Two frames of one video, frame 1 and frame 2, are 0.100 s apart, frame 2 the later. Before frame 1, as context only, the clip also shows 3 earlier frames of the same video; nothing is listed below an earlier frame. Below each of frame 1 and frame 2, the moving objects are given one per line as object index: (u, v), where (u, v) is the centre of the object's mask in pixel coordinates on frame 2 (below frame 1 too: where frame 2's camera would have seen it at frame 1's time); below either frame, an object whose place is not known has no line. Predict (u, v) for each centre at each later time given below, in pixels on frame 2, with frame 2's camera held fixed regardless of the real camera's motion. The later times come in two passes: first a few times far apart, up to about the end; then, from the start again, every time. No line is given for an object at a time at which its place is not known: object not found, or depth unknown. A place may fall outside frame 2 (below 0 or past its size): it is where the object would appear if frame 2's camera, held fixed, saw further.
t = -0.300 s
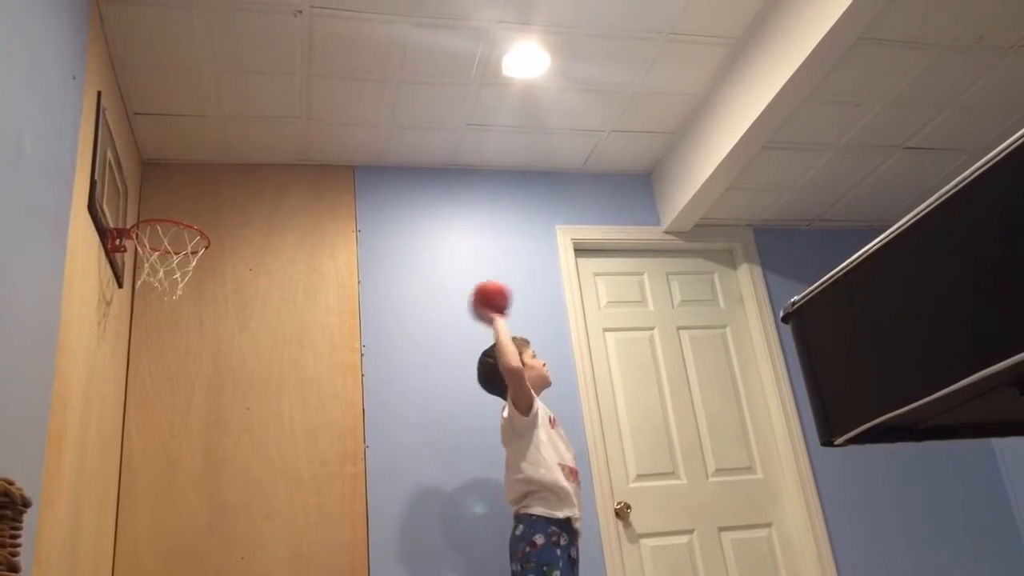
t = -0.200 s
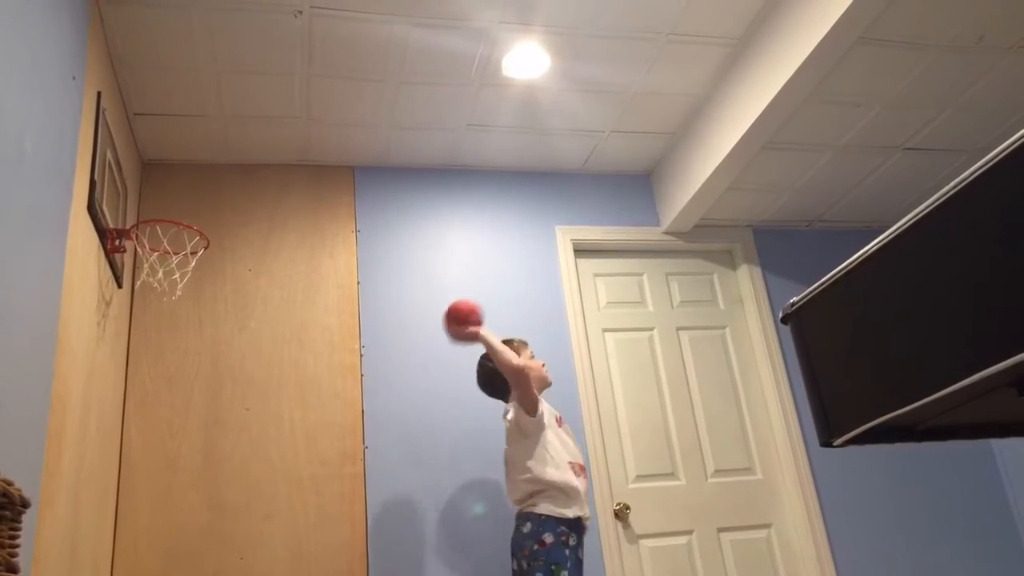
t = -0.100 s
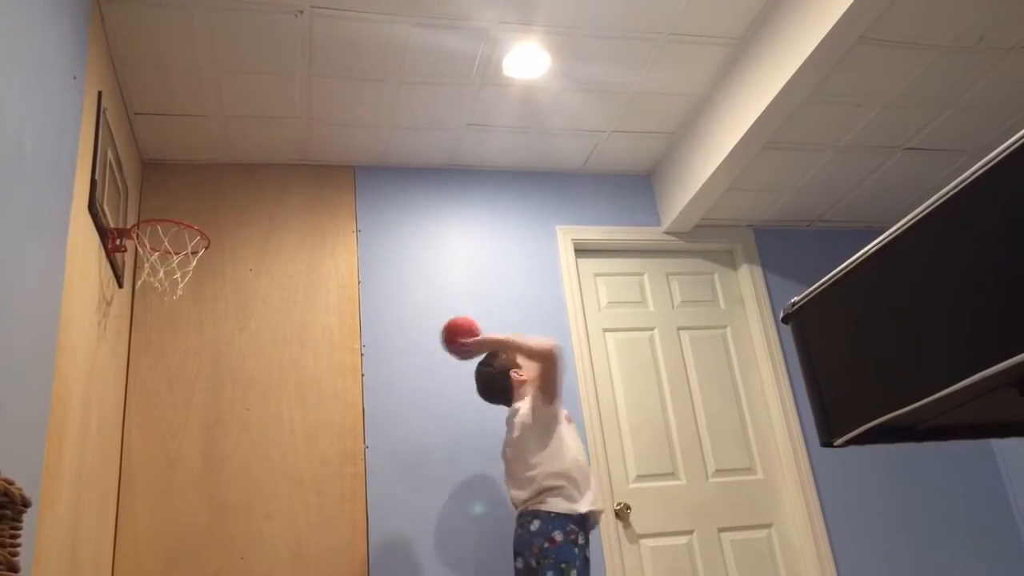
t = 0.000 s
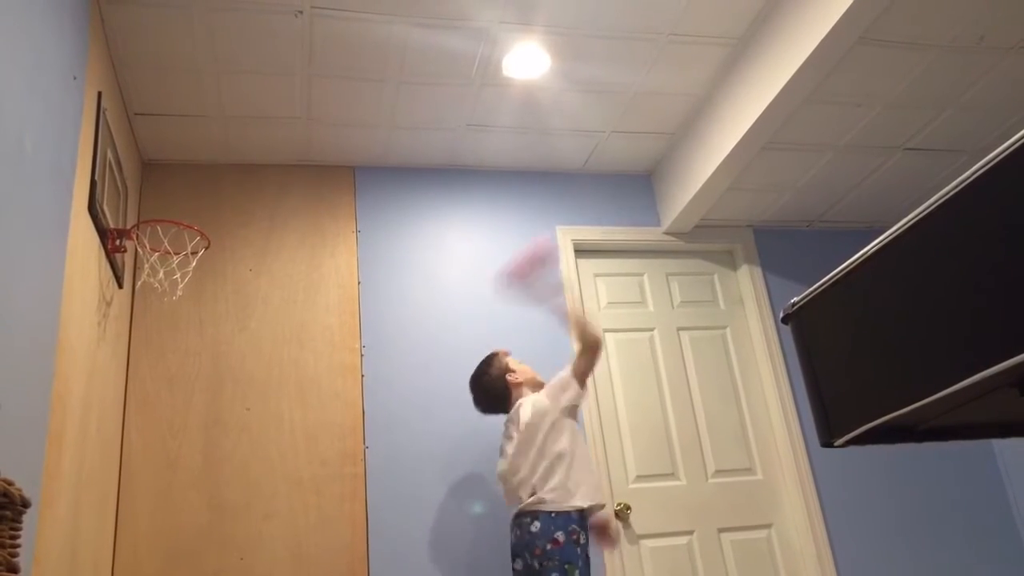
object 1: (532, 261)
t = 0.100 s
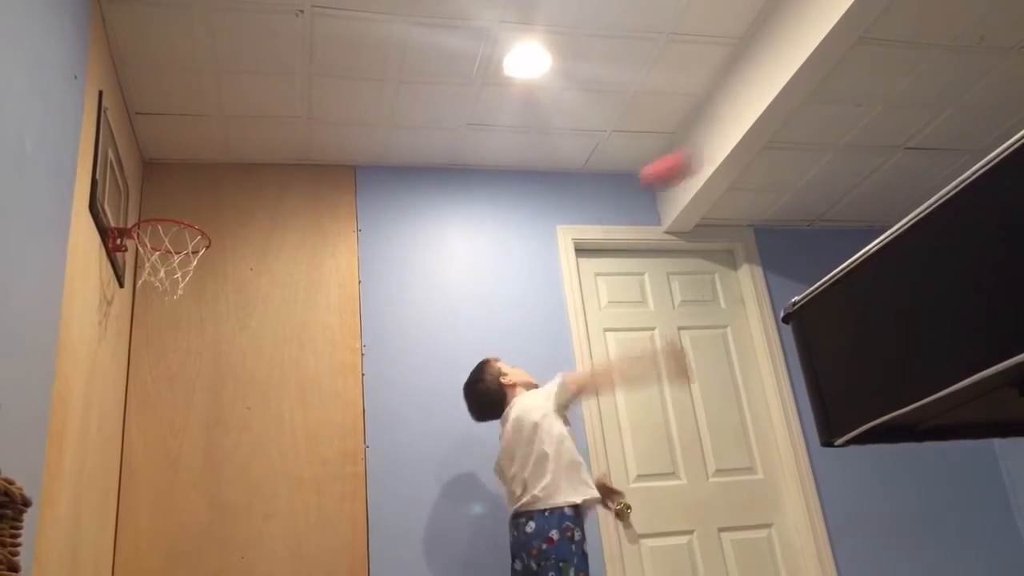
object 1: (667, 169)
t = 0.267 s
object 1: (551, 115)
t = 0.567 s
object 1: (179, 201)
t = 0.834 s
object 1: (194, 234)
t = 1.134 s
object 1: (165, 225)
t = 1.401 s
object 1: (144, 344)
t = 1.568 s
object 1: (121, 549)
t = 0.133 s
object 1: (703, 148)
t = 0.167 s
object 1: (667, 138)
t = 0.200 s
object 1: (627, 129)
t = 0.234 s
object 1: (587, 121)
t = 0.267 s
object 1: (551, 115)
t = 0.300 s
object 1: (520, 111)
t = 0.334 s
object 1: (485, 114)
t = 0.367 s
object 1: (445, 121)
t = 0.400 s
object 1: (403, 127)
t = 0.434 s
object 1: (362, 136)
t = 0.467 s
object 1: (317, 148)
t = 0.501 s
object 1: (271, 162)
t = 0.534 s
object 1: (225, 182)
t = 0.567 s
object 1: (179, 201)
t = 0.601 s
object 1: (135, 223)
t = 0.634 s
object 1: (142, 218)
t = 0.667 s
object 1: (153, 214)
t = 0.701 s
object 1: (161, 213)
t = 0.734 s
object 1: (170, 214)
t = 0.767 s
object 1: (179, 220)
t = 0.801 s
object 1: (187, 227)
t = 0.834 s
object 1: (194, 234)
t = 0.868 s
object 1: (195, 234)
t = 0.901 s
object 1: (195, 230)
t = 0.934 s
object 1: (194, 227)
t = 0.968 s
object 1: (191, 225)
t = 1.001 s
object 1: (187, 226)
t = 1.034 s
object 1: (183, 224)
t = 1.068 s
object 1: (177, 221)
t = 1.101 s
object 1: (170, 222)
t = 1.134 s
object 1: (165, 225)
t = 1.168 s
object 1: (161, 230)
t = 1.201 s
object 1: (158, 237)
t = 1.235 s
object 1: (155, 247)
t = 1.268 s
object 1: (155, 260)
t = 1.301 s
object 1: (151, 278)
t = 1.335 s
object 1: (148, 297)
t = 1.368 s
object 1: (147, 317)
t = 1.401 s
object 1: (144, 344)
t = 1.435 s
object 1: (140, 377)
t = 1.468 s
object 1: (136, 415)
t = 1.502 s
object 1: (131, 455)
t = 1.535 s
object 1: (126, 500)
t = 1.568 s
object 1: (121, 549)
